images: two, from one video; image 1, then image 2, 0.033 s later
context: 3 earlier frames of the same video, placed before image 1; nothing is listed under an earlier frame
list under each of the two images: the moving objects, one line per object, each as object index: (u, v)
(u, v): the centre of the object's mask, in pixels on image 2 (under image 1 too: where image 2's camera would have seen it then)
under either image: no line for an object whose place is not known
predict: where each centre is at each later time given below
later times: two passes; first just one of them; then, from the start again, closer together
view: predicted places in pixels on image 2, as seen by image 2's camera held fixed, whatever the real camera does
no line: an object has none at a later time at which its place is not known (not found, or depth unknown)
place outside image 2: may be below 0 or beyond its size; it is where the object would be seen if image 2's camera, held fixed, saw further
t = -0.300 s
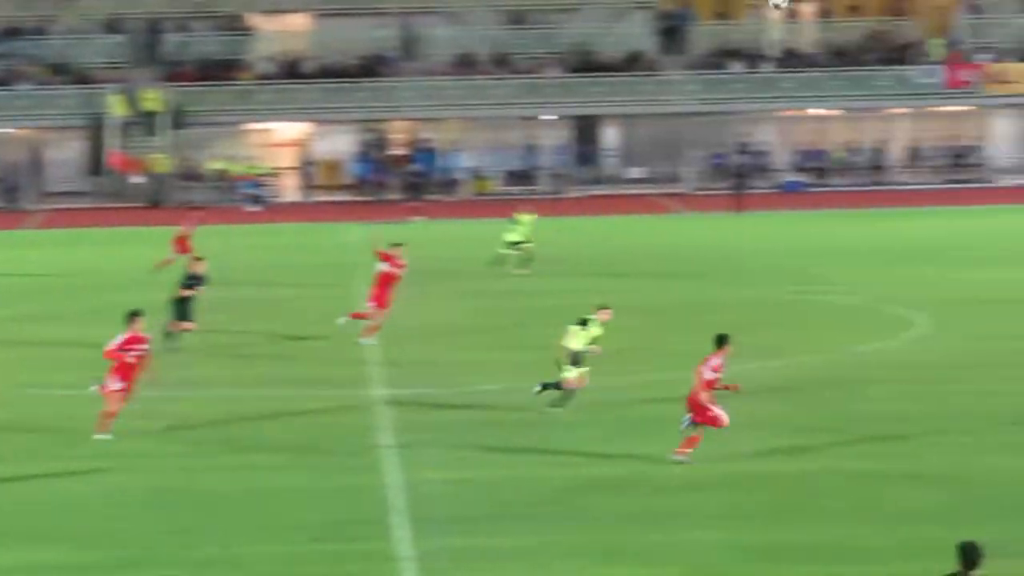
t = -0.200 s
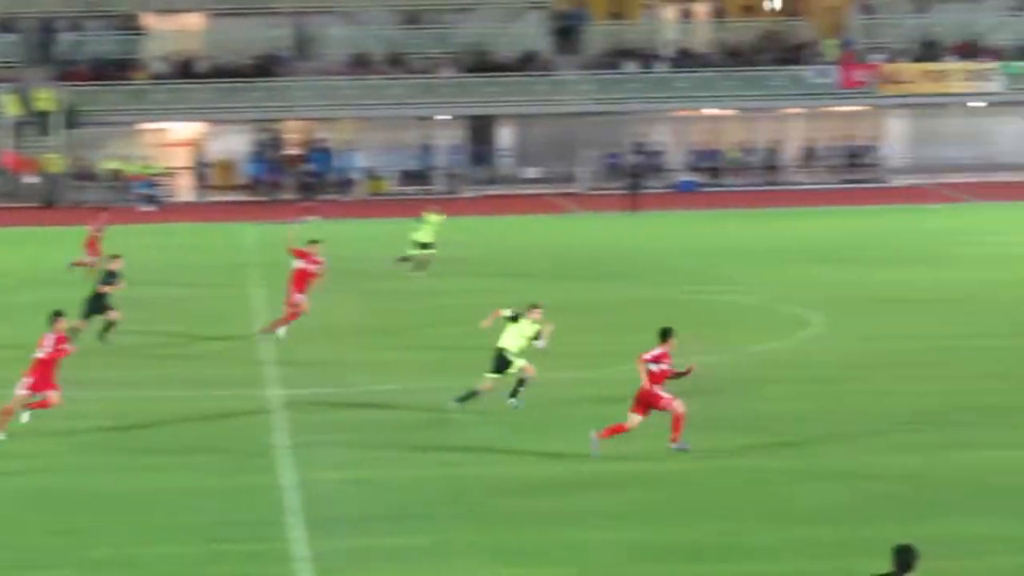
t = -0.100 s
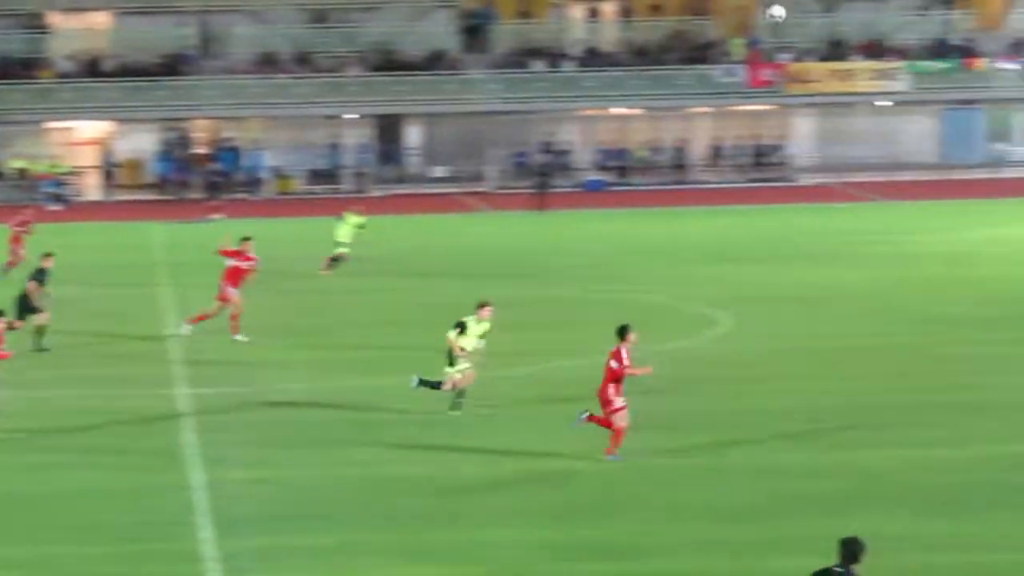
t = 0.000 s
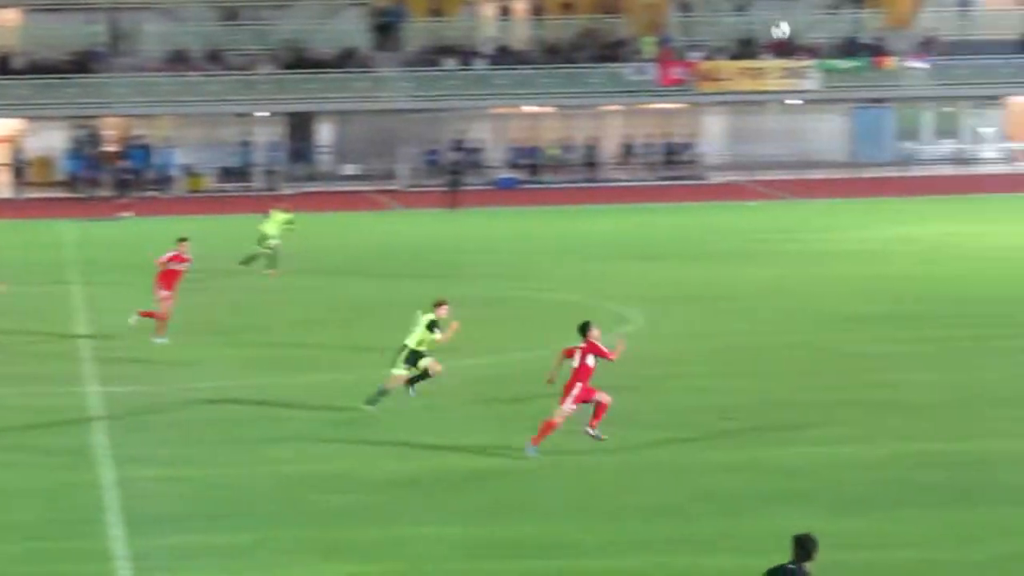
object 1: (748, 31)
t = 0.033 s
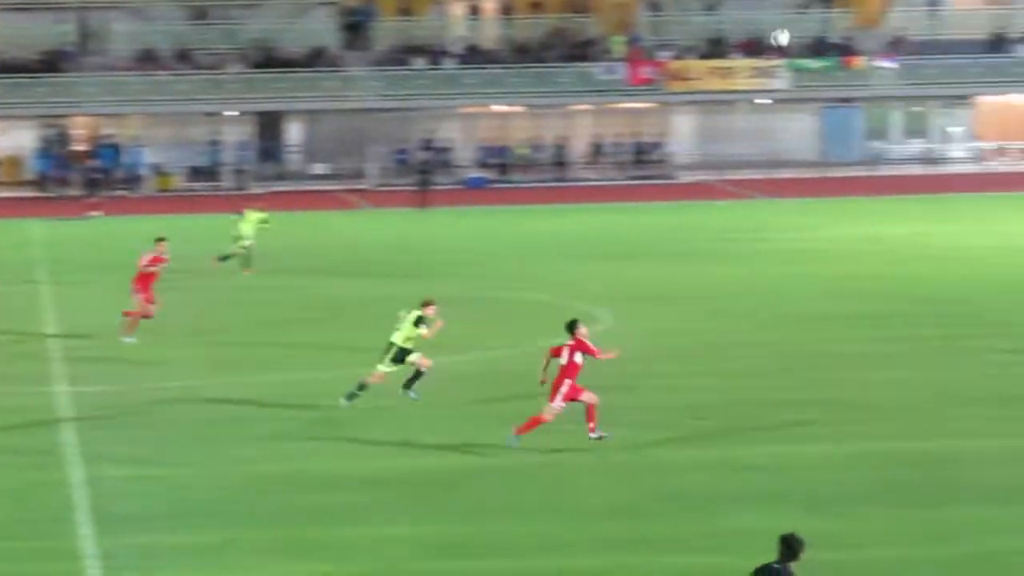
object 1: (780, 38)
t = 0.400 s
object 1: (1106, 176)
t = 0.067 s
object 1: (811, 46)
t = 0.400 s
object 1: (1106, 176)
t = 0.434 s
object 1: (1135, 192)
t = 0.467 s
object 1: (1163, 212)
